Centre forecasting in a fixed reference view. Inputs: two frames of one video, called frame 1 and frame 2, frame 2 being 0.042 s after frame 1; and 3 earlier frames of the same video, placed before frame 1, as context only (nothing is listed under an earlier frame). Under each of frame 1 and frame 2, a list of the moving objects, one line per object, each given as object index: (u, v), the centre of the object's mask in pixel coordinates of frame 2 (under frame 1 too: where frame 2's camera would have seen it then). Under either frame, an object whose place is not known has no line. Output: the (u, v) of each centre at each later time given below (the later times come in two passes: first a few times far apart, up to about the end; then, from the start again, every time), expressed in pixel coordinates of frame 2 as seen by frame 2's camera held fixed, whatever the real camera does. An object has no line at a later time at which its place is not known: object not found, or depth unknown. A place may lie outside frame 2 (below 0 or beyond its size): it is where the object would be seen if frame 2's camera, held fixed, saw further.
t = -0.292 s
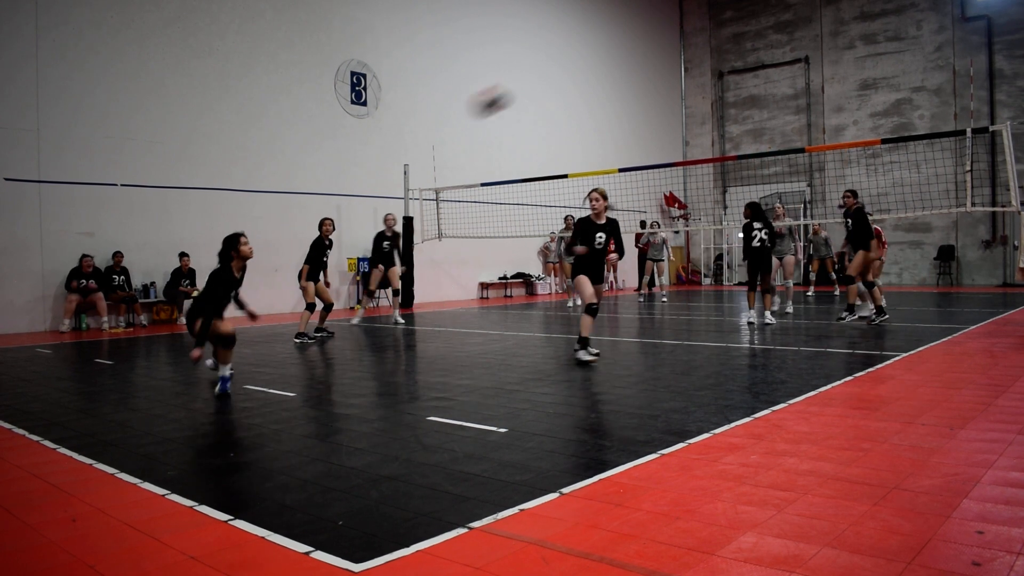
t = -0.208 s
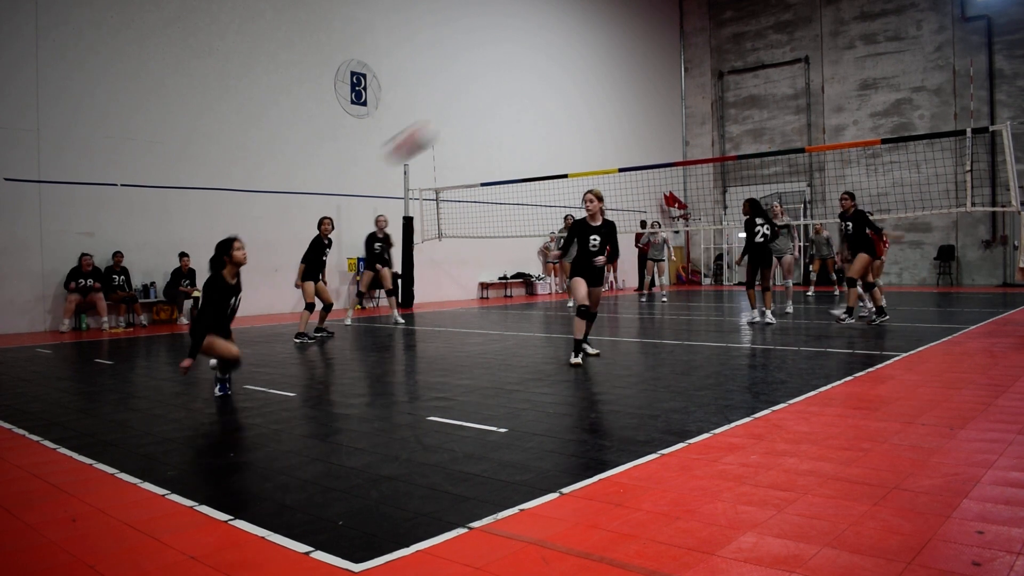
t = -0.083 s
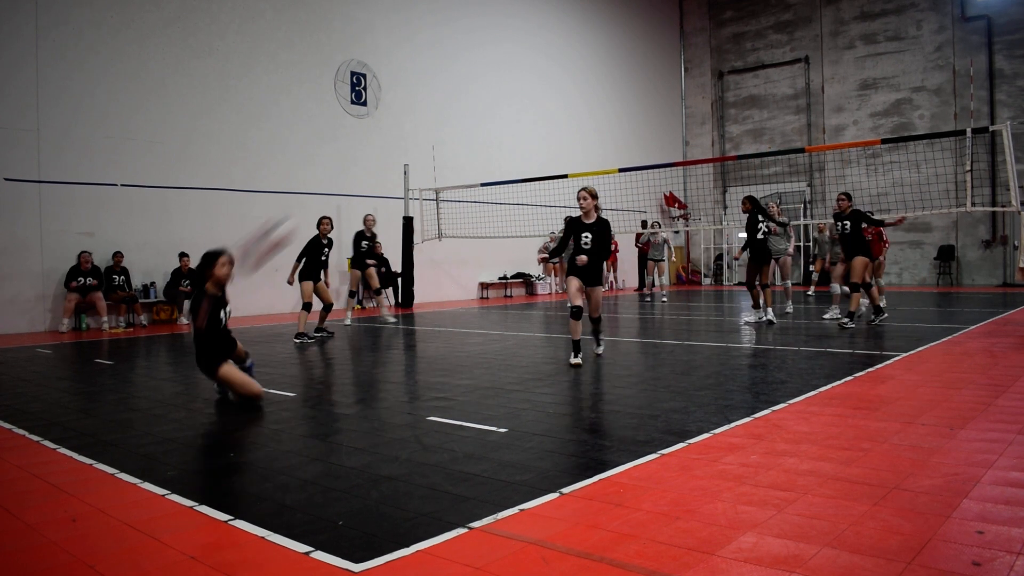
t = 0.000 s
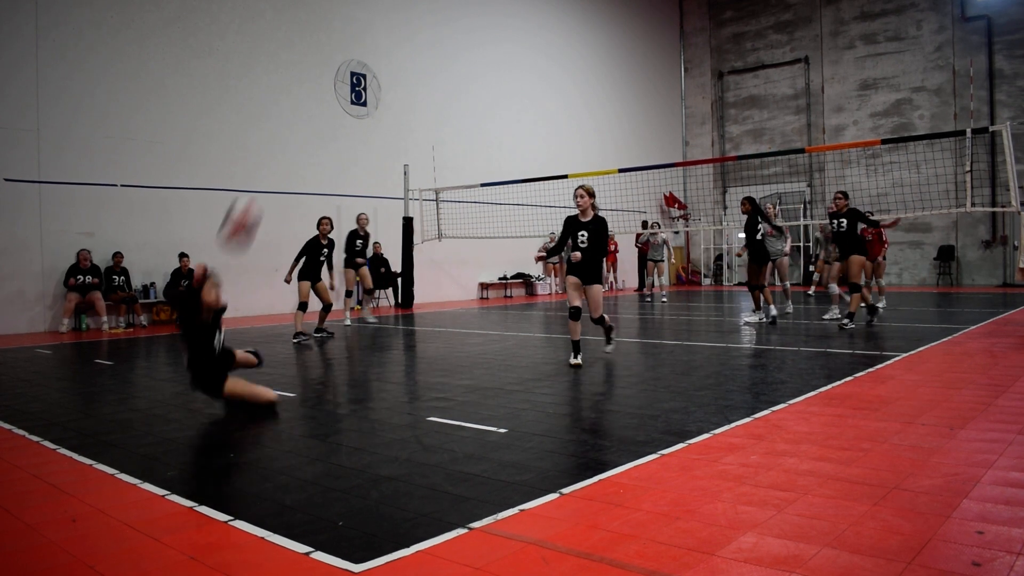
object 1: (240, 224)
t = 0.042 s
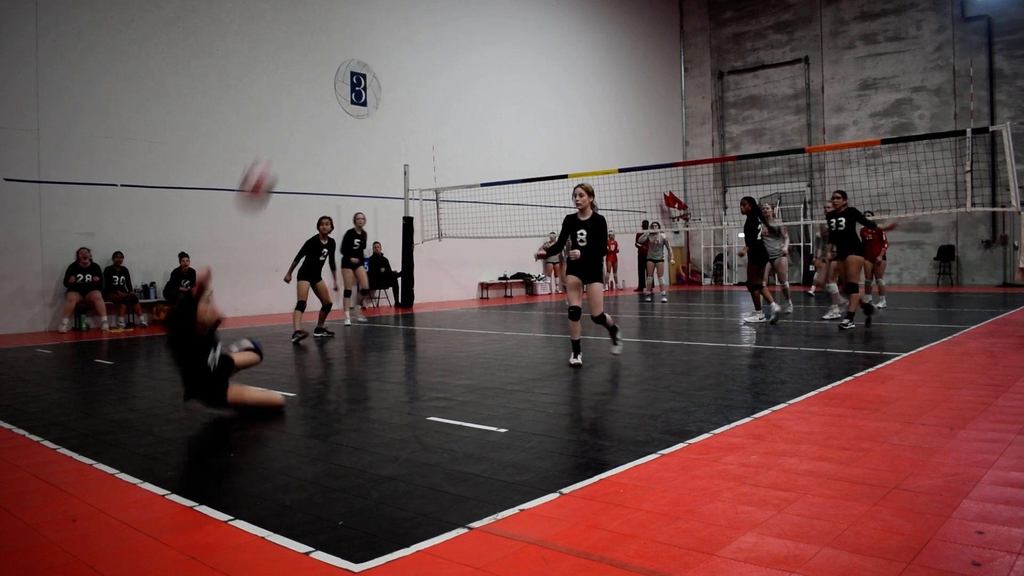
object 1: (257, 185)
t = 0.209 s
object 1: (315, 74)
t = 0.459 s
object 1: (389, 11)
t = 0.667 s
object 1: (437, 26)
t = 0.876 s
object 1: (479, 91)
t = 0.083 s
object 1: (271, 152)
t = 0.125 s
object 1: (287, 122)
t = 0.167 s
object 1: (302, 96)
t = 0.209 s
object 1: (315, 74)
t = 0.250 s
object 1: (329, 54)
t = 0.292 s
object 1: (343, 39)
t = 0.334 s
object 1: (355, 28)
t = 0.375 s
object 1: (367, 18)
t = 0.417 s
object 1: (377, 14)
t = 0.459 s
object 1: (389, 11)
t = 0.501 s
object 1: (400, 11)
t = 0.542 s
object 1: (409, 11)
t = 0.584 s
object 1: (419, 13)
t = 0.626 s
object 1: (428, 19)
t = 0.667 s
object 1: (437, 26)
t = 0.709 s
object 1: (446, 35)
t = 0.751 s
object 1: (455, 46)
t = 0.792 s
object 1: (463, 60)
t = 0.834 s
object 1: (471, 76)
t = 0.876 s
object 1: (479, 91)
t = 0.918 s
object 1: (486, 110)
